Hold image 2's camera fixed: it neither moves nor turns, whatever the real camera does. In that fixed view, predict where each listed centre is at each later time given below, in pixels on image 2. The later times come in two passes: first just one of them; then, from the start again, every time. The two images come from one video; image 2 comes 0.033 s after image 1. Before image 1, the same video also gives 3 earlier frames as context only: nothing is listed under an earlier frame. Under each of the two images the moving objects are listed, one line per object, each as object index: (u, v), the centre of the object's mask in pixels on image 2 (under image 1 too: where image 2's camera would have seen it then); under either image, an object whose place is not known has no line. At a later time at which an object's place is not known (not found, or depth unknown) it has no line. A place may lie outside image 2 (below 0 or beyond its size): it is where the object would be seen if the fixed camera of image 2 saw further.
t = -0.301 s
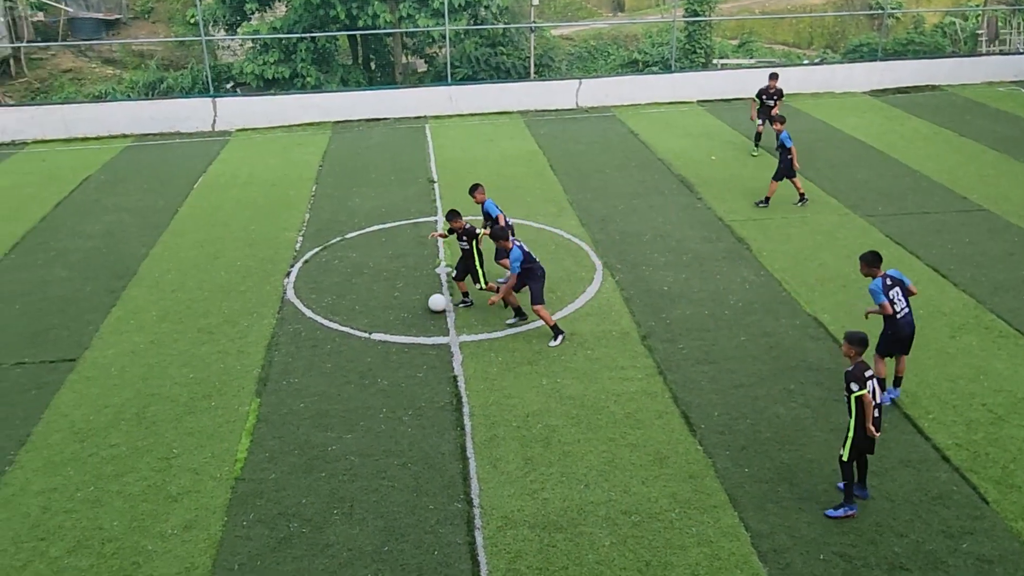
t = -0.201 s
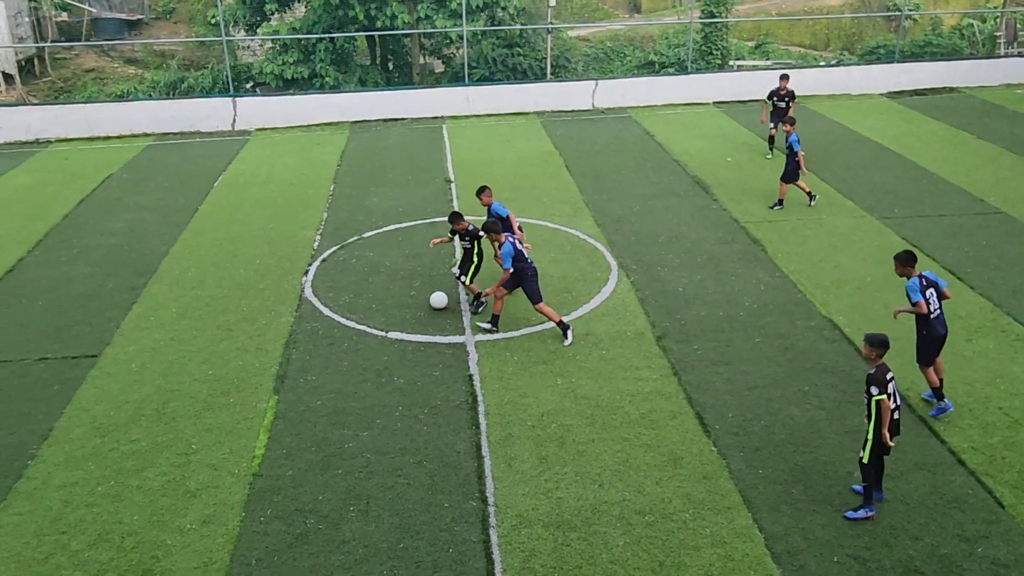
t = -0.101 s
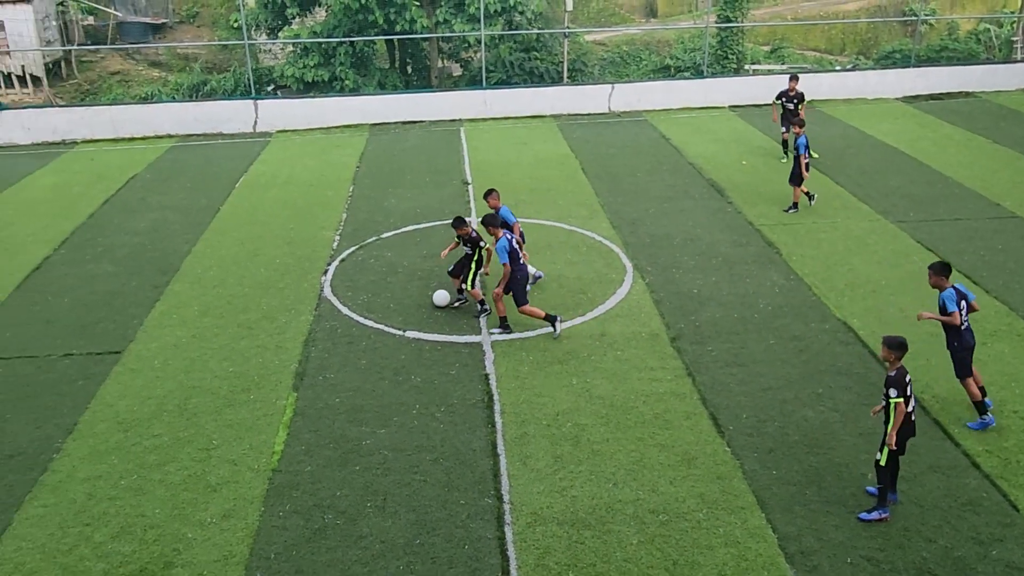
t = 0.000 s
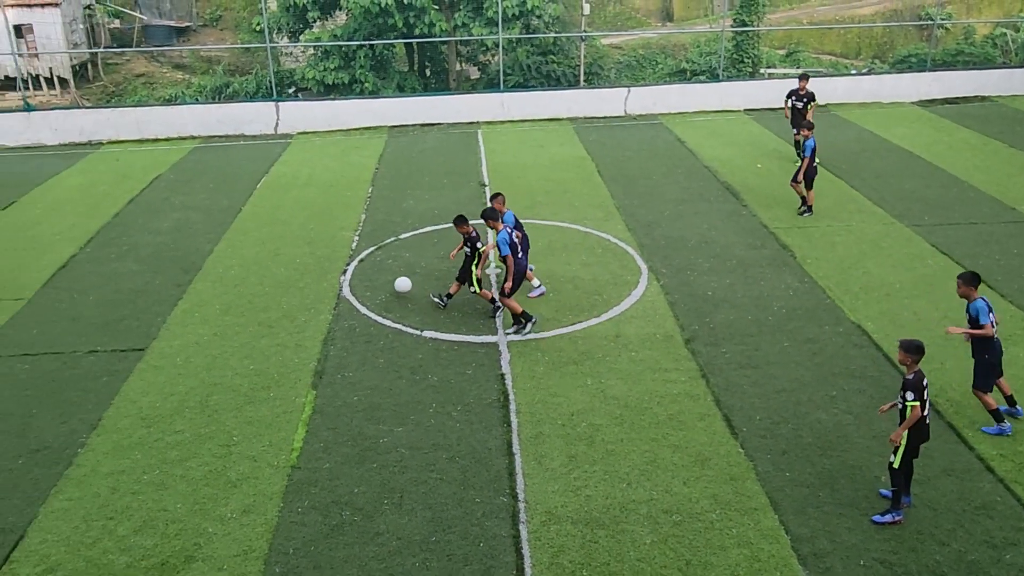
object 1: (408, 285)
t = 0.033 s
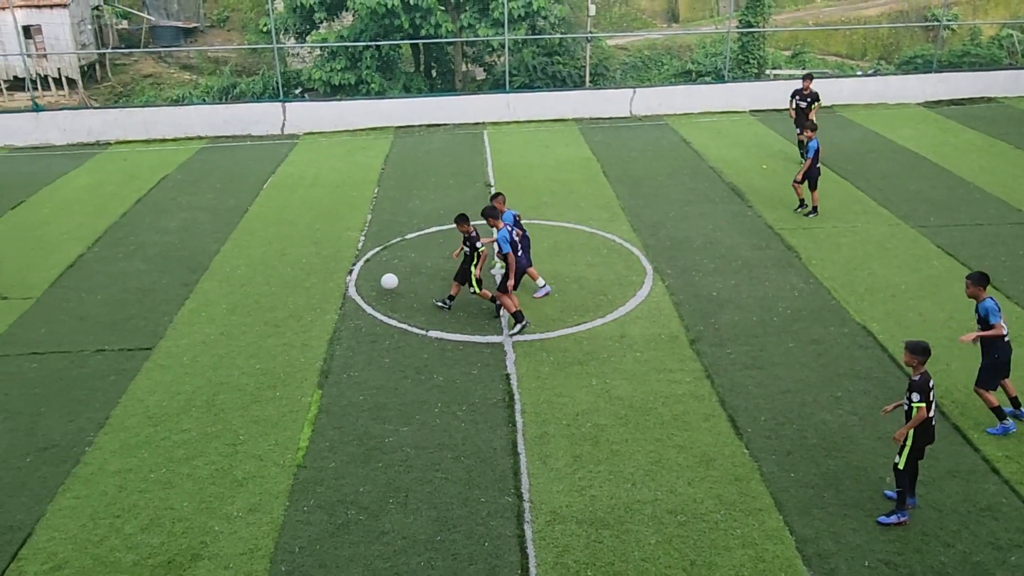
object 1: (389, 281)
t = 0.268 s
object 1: (268, 275)
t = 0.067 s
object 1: (370, 279)
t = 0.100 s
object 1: (352, 277)
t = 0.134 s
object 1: (334, 276)
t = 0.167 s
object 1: (316, 275)
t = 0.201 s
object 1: (299, 276)
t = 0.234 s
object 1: (282, 277)
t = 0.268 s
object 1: (268, 275)
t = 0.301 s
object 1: (254, 271)
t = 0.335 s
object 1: (241, 268)
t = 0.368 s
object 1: (228, 267)
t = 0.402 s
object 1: (216, 266)
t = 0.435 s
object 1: (203, 266)
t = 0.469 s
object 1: (192, 266)
